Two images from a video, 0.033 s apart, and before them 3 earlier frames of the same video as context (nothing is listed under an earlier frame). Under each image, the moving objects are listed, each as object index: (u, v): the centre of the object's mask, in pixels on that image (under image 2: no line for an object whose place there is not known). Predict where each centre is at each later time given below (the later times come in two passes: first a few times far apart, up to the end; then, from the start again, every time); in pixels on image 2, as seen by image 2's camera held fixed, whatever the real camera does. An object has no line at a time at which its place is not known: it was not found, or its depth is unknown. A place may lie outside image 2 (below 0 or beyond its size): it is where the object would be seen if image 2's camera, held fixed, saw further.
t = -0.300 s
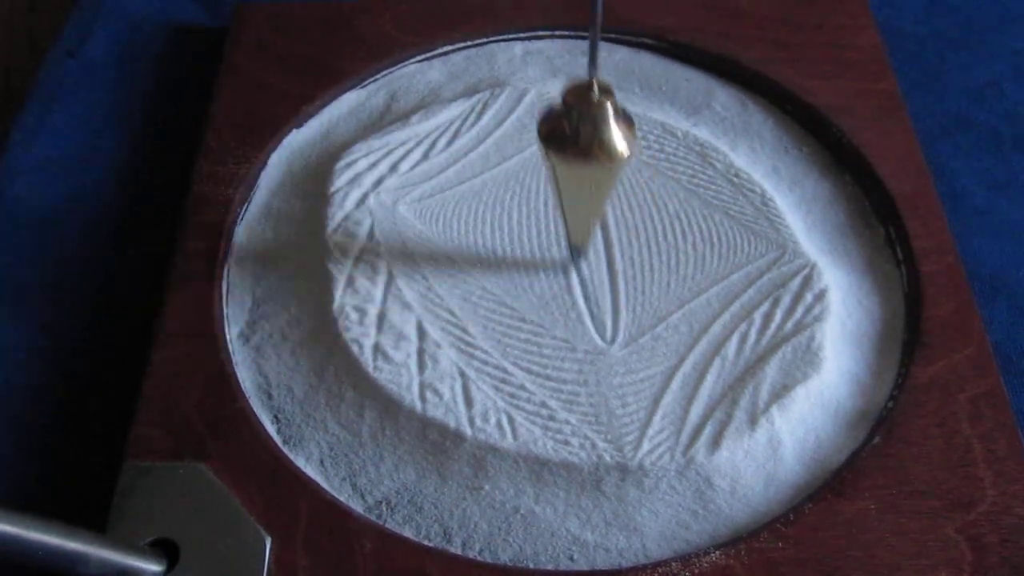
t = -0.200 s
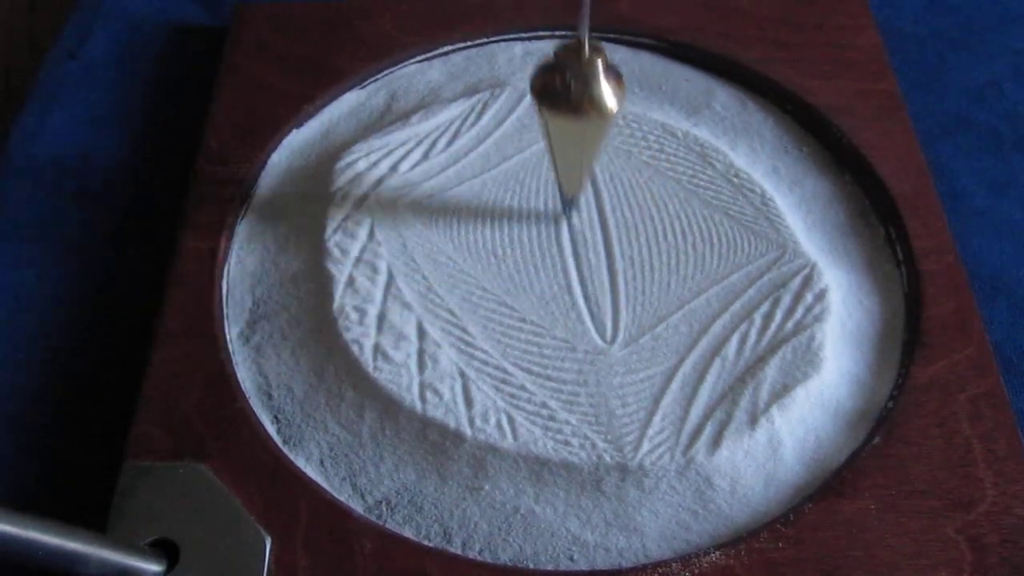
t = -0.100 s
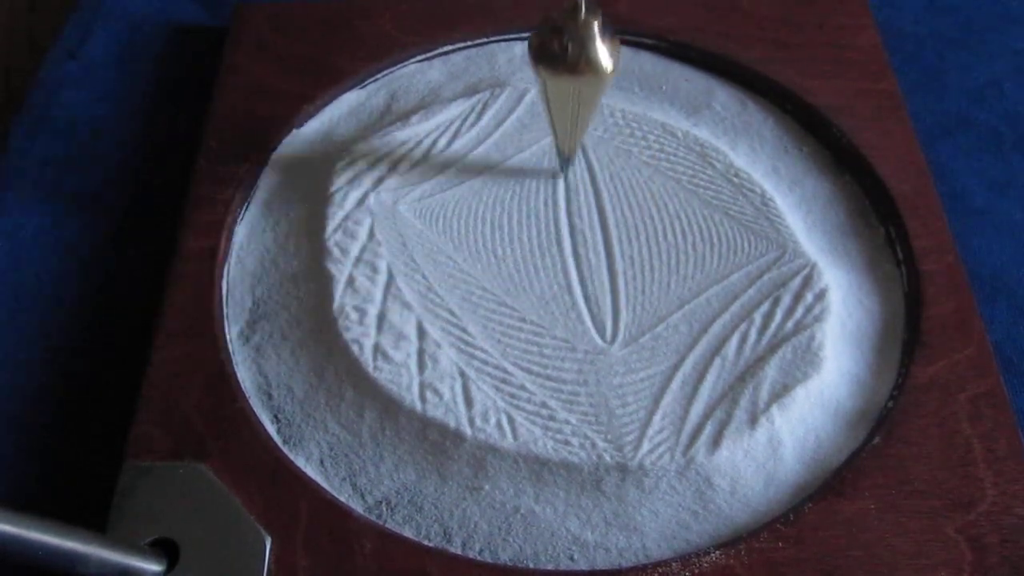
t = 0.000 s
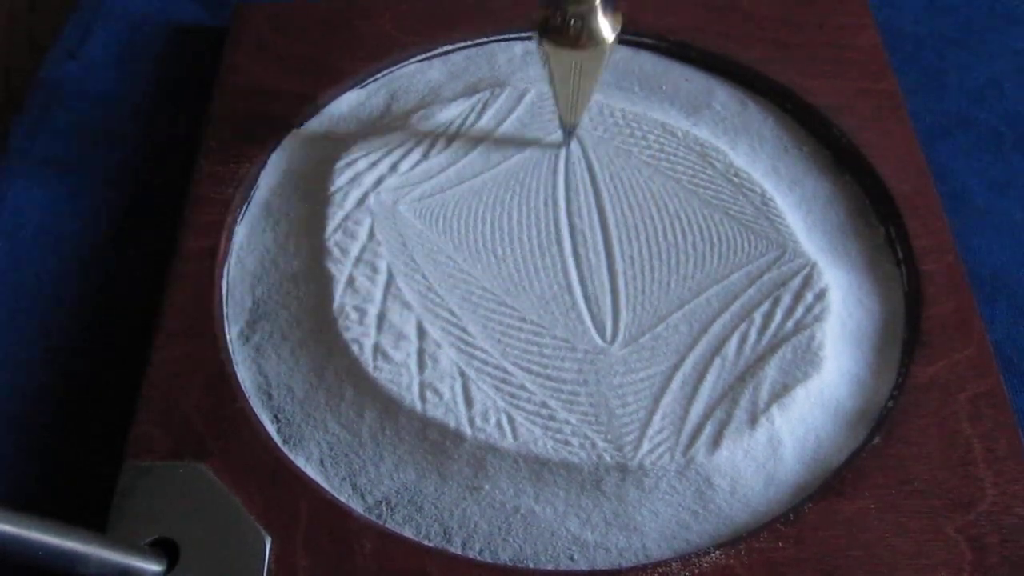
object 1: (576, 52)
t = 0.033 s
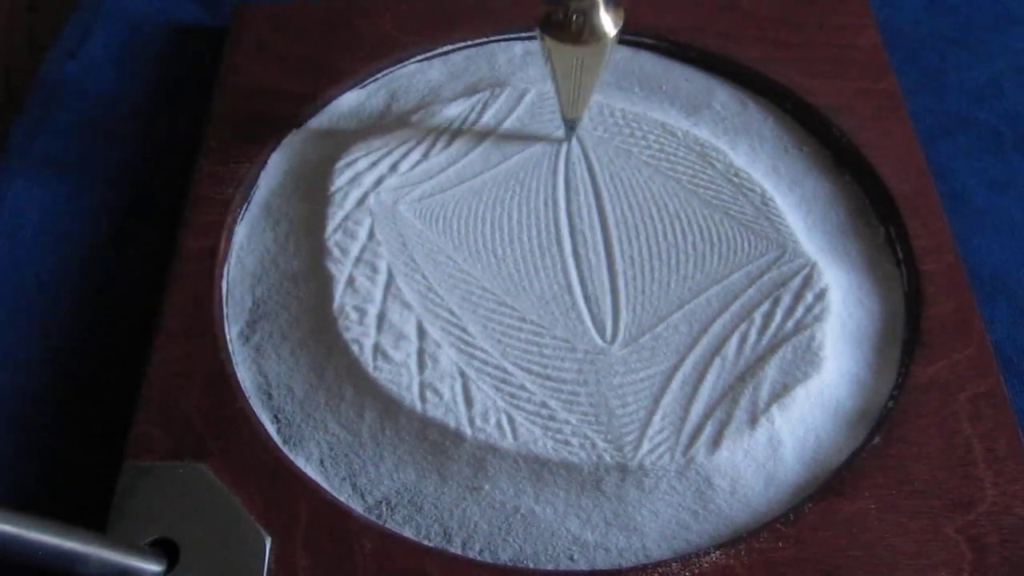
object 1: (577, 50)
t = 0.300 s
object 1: (606, 75)
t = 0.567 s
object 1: (628, 186)
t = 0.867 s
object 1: (597, 203)
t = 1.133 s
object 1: (567, 97)
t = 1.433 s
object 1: (587, 48)
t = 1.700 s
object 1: (626, 115)
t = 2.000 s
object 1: (622, 215)
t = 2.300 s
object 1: (571, 156)
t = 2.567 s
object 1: (566, 59)
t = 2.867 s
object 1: (613, 64)
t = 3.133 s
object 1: (641, 168)
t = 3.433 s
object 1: (596, 206)
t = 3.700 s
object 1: (554, 114)
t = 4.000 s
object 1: (584, 50)
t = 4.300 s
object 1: (640, 113)
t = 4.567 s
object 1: (632, 204)
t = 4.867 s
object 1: (563, 169)
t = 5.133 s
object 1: (553, 73)
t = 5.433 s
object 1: (614, 59)
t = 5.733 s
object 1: (653, 162)
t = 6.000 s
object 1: (600, 207)
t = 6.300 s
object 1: (540, 119)
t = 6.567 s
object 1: (574, 54)
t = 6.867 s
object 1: (648, 101)
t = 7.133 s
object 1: (645, 190)
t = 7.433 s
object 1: (559, 177)
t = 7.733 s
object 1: (543, 75)
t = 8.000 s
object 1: (612, 60)
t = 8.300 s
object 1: (666, 146)
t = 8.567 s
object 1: (610, 200)
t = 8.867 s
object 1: (529, 132)
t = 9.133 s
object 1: (562, 62)
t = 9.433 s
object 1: (652, 90)
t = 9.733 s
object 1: (653, 182)
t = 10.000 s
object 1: (561, 182)
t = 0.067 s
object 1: (579, 48)
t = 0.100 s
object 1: (582, 48)
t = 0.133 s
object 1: (585, 49)
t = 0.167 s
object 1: (589, 51)
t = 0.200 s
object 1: (593, 53)
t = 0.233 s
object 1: (597, 59)
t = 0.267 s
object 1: (602, 66)
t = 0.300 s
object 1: (606, 75)
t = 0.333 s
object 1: (610, 89)
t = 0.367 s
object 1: (614, 102)
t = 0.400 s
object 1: (618, 117)
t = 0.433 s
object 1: (622, 131)
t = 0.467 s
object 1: (624, 146)
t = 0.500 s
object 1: (626, 160)
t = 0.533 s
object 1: (628, 174)
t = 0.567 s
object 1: (628, 186)
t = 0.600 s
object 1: (627, 197)
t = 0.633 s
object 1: (626, 207)
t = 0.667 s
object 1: (624, 213)
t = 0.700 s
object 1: (620, 217)
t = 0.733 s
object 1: (616, 219)
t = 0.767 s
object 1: (612, 219)
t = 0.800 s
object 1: (607, 217)
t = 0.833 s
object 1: (602, 211)
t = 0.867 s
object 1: (597, 203)
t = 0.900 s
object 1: (592, 193)
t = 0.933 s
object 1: (587, 182)
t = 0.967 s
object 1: (582, 169)
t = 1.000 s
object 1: (578, 155)
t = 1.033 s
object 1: (574, 141)
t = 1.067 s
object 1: (571, 126)
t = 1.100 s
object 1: (568, 112)
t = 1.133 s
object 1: (567, 97)
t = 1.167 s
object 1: (567, 84)
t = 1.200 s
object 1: (567, 73)
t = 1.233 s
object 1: (568, 64)
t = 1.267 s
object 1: (569, 58)
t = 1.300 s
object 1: (573, 54)
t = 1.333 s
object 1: (576, 50)
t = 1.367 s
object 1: (579, 49)
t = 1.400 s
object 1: (583, 48)
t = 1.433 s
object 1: (587, 48)
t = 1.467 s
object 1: (592, 50)
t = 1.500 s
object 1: (597, 53)
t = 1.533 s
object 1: (602, 58)
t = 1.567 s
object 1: (607, 65)
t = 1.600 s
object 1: (612, 75)
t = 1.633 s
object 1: (617, 89)
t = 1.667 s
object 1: (622, 101)
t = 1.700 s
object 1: (626, 115)
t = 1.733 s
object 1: (629, 130)
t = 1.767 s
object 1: (632, 144)
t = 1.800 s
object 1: (633, 158)
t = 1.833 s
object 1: (634, 171)
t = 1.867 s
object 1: (634, 184)
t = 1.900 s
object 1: (632, 194)
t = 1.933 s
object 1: (630, 202)
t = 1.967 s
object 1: (627, 210)
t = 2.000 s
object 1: (622, 215)
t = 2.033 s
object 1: (617, 217)
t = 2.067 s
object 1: (611, 217)
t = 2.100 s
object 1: (606, 214)
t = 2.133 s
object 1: (599, 209)
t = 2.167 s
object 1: (592, 202)
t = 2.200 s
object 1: (586, 193)
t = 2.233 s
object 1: (580, 182)
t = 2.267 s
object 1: (575, 170)
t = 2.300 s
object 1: (571, 156)
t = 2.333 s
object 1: (566, 142)
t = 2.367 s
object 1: (563, 128)
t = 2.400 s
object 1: (561, 114)
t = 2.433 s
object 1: (560, 101)
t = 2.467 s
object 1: (560, 86)
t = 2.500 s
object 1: (561, 75)
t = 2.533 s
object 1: (563, 64)
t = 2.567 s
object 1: (566, 59)
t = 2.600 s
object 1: (569, 54)
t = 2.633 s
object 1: (573, 51)
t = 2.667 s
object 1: (579, 49)
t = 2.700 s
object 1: (584, 48)
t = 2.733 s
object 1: (589, 48)
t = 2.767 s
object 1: (594, 50)
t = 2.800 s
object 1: (601, 54)
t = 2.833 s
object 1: (607, 58)
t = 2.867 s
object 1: (613, 64)
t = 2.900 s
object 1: (619, 75)
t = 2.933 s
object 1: (624, 88)
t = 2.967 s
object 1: (629, 100)
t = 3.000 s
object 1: (633, 113)
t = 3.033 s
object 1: (636, 128)
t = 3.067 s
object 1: (639, 143)
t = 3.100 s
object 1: (640, 155)
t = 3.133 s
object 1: (641, 168)
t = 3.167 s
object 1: (639, 180)
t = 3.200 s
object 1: (637, 191)
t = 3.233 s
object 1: (633, 200)
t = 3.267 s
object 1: (629, 207)
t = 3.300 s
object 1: (624, 212)
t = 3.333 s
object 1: (617, 214)
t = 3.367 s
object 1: (611, 214)
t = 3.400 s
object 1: (603, 211)
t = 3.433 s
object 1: (596, 206)
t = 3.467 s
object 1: (588, 200)
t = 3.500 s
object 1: (581, 192)
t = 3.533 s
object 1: (574, 180)
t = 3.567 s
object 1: (568, 168)
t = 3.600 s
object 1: (563, 156)
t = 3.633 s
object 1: (559, 142)
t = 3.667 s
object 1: (556, 128)
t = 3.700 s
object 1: (554, 114)
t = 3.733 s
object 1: (553, 102)
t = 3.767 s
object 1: (553, 91)
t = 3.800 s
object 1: (555, 78)
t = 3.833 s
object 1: (558, 69)
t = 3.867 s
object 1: (562, 61)
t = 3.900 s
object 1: (566, 57)
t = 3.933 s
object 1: (571, 53)
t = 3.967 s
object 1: (577, 50)
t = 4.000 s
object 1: (584, 50)
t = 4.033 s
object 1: (590, 51)
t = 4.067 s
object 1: (597, 52)
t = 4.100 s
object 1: (605, 55)
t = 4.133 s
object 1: (611, 59)
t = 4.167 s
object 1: (618, 65)
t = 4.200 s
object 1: (625, 78)
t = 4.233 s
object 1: (631, 89)
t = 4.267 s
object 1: (635, 99)
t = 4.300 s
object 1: (640, 113)
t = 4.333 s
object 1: (643, 126)
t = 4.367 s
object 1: (646, 140)
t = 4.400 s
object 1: (647, 153)
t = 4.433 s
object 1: (646, 166)
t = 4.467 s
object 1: (645, 177)
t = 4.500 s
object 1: (642, 187)
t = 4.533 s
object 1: (638, 196)
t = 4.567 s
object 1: (632, 204)
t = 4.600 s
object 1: (625, 208)
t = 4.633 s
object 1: (618, 210)
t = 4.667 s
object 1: (610, 211)
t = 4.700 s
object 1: (602, 209)
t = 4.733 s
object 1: (593, 205)
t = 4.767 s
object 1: (584, 199)
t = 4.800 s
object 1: (576, 191)
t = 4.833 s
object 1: (569, 180)
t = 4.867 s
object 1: (563, 169)
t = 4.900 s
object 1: (557, 156)
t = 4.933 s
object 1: (552, 142)
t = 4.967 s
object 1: (549, 130)
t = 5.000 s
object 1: (547, 117)
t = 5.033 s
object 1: (547, 105)
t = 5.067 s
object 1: (548, 95)
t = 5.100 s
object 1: (550, 81)
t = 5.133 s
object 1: (553, 73)
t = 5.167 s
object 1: (558, 64)
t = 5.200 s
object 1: (563, 58)
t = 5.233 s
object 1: (569, 55)
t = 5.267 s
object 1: (576, 53)
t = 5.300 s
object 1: (584, 51)
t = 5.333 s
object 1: (591, 52)
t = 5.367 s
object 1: (599, 54)
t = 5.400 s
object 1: (607, 56)
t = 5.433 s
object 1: (614, 59)
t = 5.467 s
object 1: (623, 67)
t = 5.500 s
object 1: (630, 76)
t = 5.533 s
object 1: (637, 89)
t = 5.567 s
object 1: (642, 99)
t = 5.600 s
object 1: (647, 111)
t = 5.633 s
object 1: (651, 124)
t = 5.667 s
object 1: (653, 138)
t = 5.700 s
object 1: (654, 150)
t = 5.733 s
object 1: (653, 162)
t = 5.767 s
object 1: (650, 174)
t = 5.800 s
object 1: (646, 185)
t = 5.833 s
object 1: (641, 193)
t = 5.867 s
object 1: (635, 200)
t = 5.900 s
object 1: (627, 204)
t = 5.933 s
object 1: (619, 207)
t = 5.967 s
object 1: (610, 208)
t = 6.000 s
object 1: (600, 207)
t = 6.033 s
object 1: (591, 202)
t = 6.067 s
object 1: (581, 196)
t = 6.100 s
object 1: (571, 189)
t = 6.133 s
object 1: (564, 179)
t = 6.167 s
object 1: (556, 168)
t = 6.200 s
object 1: (550, 157)
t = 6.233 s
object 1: (546, 144)
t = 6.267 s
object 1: (542, 131)
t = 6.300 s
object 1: (540, 119)
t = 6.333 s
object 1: (540, 107)
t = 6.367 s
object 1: (541, 98)
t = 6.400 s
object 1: (544, 86)
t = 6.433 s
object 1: (548, 73)
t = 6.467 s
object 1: (553, 66)
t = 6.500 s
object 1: (559, 58)
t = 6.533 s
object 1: (567, 55)
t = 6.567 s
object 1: (574, 54)
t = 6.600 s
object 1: (583, 52)
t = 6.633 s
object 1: (592, 53)
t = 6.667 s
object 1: (601, 54)
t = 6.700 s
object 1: (610, 57)
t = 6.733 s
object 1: (618, 60)
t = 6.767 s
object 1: (628, 69)
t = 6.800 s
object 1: (635, 79)
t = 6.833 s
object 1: (643, 88)
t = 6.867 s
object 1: (648, 101)
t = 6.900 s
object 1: (653, 111)
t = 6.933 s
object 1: (657, 123)
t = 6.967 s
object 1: (659, 136)
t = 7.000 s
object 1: (659, 149)
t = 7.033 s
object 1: (658, 160)
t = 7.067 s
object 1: (655, 171)
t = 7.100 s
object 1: (651, 181)
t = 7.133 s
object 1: (645, 190)
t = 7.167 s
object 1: (638, 197)
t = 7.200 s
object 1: (629, 201)
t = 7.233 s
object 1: (620, 204)
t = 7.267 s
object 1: (610, 204)
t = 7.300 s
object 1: (599, 203)
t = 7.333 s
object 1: (588, 198)
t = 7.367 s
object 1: (578, 194)
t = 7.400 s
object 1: (568, 187)
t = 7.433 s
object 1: (559, 177)
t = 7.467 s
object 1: (551, 166)
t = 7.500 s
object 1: (544, 156)
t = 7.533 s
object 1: (540, 143)
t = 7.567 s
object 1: (536, 131)
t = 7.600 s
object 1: (534, 120)
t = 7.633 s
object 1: (534, 109)
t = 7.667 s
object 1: (535, 98)
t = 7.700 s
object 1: (539, 84)
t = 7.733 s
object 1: (543, 75)
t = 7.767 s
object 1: (548, 69)
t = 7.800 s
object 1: (558, 64)
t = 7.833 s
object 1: (564, 59)
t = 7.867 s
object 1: (572, 57)
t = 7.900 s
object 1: (582, 56)
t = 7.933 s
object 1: (592, 56)
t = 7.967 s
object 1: (602, 57)
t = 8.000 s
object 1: (612, 60)
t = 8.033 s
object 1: (621, 64)
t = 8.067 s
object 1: (630, 68)
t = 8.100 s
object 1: (638, 79)
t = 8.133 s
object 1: (647, 90)
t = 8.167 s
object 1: (654, 100)
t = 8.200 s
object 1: (660, 110)
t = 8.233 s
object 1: (663, 122)
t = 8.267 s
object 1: (665, 135)
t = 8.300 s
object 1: (666, 146)
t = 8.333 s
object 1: (664, 157)
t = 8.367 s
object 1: (660, 168)
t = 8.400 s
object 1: (656, 177)
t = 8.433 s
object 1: (649, 185)
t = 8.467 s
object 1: (641, 192)
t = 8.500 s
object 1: (631, 197)
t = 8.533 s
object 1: (621, 199)
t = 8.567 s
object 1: (610, 200)
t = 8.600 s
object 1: (598, 199)
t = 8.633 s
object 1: (586, 196)
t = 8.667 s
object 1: (575, 191)
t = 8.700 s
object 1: (564, 184)
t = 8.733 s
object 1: (554, 177)
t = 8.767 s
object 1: (546, 166)
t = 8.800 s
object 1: (539, 155)
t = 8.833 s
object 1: (534, 144)
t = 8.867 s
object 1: (529, 132)
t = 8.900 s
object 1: (528, 121)
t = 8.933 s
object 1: (528, 111)
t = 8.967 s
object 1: (530, 99)
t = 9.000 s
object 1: (533, 90)
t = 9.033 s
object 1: (539, 82)
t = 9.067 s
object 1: (545, 73)
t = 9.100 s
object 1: (553, 68)
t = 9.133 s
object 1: (562, 62)
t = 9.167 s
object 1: (571, 59)
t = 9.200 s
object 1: (582, 58)
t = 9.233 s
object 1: (593, 59)
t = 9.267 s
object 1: (604, 60)
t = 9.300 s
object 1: (614, 62)
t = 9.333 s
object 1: (625, 65)
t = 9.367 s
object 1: (634, 70)
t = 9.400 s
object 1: (644, 82)
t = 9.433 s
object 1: (652, 90)
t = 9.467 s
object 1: (659, 101)
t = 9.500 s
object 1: (664, 111)
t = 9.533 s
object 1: (668, 121)
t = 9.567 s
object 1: (671, 133)
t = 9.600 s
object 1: (671, 143)
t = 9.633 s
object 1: (670, 154)
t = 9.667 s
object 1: (666, 164)
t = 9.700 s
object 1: (660, 174)
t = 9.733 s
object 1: (653, 182)
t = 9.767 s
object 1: (643, 188)
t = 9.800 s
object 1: (634, 193)
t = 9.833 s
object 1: (622, 195)
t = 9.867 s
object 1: (611, 196)
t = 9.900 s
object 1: (598, 196)
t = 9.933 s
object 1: (585, 193)
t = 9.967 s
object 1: (572, 188)
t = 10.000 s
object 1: (561, 182)
